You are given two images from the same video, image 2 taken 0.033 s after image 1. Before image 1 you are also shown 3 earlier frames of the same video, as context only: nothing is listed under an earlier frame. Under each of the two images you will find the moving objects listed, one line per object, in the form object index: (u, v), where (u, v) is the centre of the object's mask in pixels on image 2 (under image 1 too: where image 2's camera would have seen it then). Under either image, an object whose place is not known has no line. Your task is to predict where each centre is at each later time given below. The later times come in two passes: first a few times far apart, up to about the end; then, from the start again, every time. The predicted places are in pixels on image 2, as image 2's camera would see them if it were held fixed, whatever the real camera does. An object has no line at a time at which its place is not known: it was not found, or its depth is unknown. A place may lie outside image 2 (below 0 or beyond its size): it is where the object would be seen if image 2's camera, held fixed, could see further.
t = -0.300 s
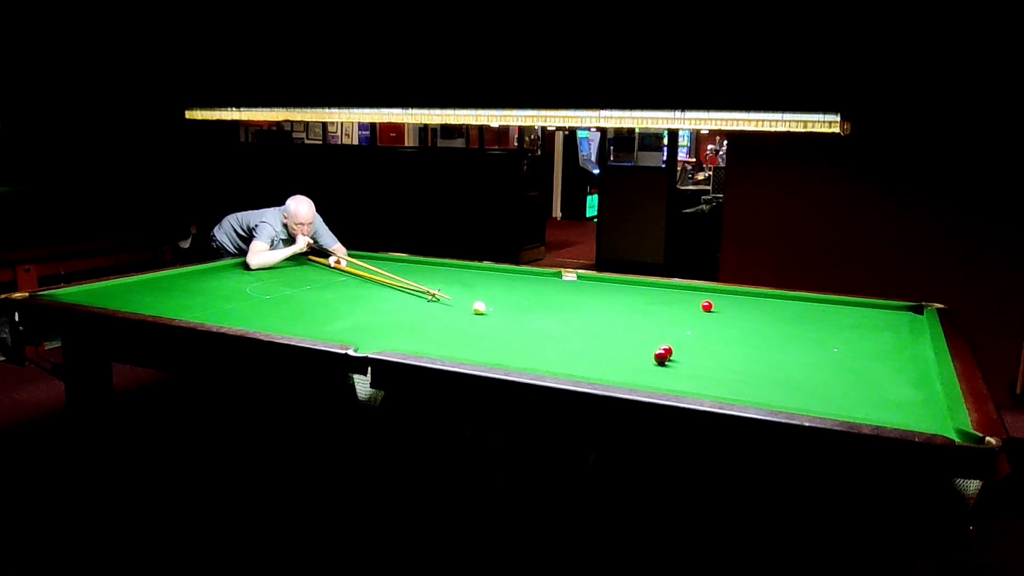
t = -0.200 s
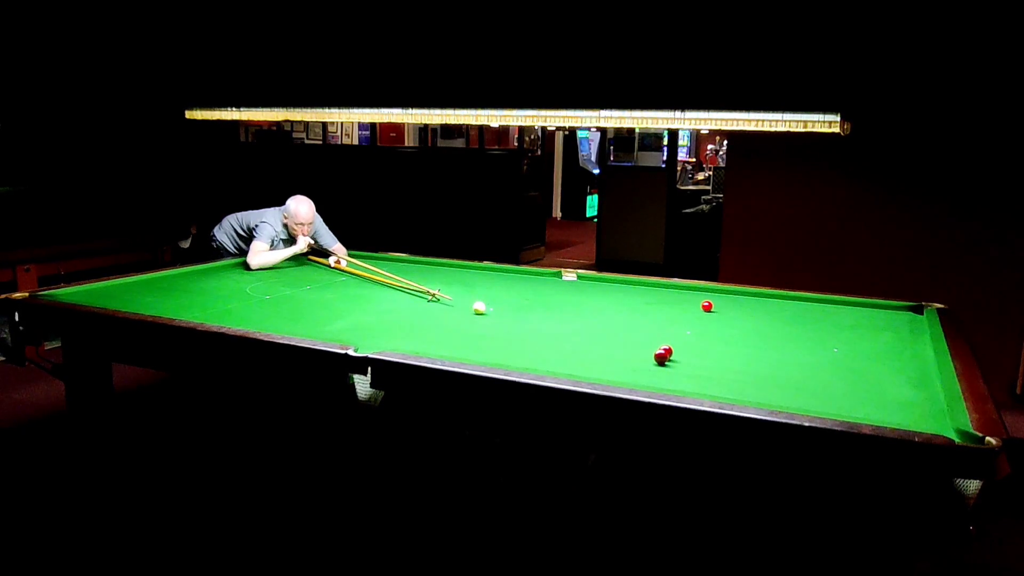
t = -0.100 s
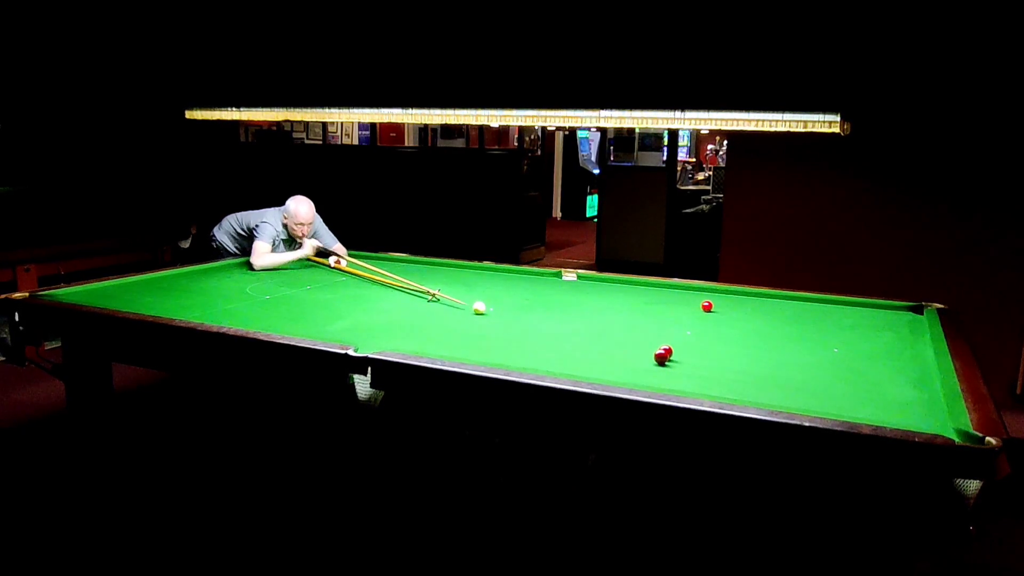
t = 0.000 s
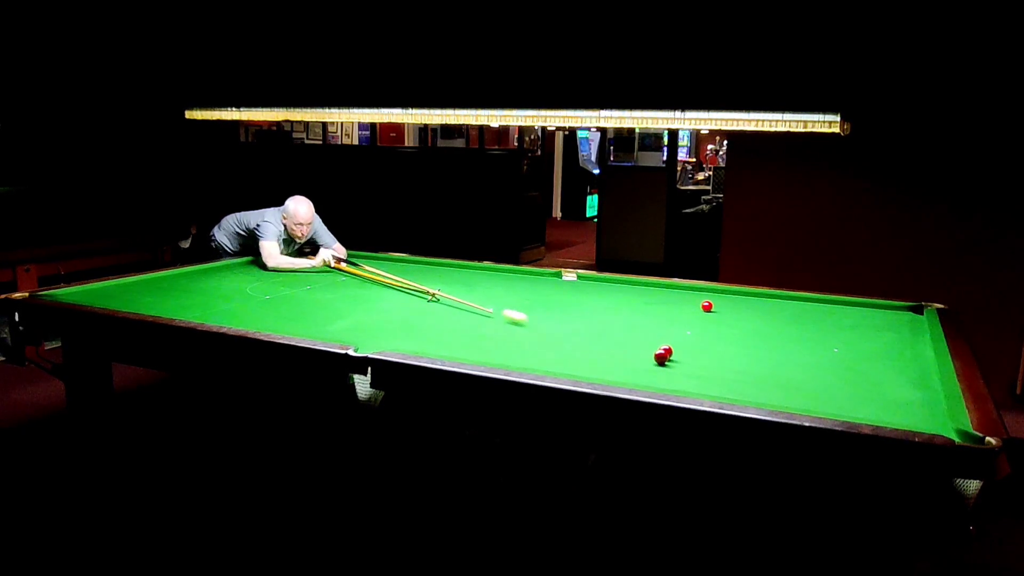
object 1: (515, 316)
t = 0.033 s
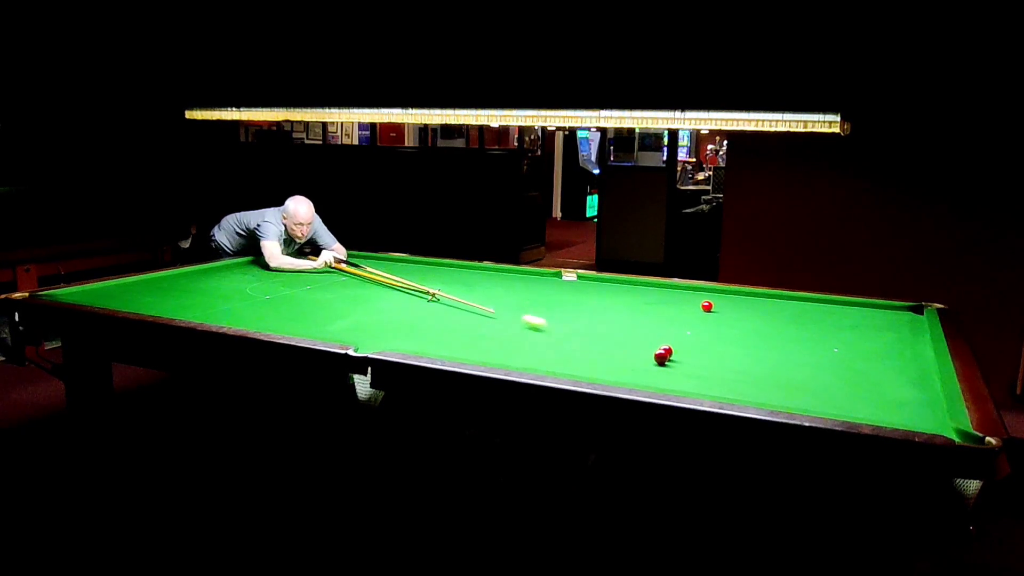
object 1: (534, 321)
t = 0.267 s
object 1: (650, 354)
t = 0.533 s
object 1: (657, 356)
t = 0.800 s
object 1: (662, 357)
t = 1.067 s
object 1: (666, 357)
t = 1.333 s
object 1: (668, 358)
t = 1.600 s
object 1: (668, 358)
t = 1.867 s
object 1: (668, 358)
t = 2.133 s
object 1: (667, 358)
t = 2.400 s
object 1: (668, 358)
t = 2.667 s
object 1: (667, 358)
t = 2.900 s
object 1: (667, 358)
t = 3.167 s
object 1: (667, 358)
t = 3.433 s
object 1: (667, 358)
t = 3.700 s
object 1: (667, 358)
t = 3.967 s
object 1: (667, 358)
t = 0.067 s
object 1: (554, 326)
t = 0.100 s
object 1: (574, 331)
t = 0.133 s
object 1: (595, 337)
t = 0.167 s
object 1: (617, 344)
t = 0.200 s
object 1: (640, 350)
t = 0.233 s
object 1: (650, 353)
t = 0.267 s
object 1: (650, 354)
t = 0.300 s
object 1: (651, 354)
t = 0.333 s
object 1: (652, 354)
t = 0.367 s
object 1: (653, 354)
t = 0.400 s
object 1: (654, 355)
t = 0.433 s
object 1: (655, 355)
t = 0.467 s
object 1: (655, 355)
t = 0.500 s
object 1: (656, 355)
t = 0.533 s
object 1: (657, 356)
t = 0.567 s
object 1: (657, 356)
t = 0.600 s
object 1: (658, 356)
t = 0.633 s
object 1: (659, 356)
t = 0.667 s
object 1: (659, 356)
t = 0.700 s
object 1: (660, 357)
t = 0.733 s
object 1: (660, 357)
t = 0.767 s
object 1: (661, 357)
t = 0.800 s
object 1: (662, 357)
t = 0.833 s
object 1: (662, 357)
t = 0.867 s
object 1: (663, 357)
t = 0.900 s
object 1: (663, 357)
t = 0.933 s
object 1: (664, 357)
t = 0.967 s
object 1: (664, 357)
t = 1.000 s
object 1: (665, 357)
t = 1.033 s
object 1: (665, 357)
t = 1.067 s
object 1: (666, 357)
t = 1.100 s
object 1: (666, 357)
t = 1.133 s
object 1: (666, 357)
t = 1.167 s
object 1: (667, 357)
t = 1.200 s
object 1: (667, 357)
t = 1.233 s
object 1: (667, 358)
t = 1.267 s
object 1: (667, 358)
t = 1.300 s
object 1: (667, 358)
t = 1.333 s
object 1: (668, 358)
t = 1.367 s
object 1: (668, 358)
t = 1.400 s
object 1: (668, 358)
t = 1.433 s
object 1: (668, 358)
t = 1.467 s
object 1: (668, 358)
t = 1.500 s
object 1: (668, 358)
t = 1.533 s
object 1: (668, 358)
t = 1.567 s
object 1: (668, 358)
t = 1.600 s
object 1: (668, 358)
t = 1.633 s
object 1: (668, 358)
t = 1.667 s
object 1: (668, 358)
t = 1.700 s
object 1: (668, 358)
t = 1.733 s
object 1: (667, 358)
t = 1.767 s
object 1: (668, 358)
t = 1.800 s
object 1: (668, 358)
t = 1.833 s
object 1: (668, 358)
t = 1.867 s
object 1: (668, 358)
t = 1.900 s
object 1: (668, 358)
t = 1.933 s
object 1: (668, 358)
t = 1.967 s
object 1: (667, 358)
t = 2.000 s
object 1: (668, 358)
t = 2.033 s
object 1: (668, 358)
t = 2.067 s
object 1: (667, 358)
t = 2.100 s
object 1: (668, 358)
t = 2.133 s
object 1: (667, 358)
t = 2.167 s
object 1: (667, 358)
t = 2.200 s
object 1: (667, 358)
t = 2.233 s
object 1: (667, 358)
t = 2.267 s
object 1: (668, 358)
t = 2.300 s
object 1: (667, 358)
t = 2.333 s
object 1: (667, 358)
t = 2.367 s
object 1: (667, 358)
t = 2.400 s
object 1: (668, 358)
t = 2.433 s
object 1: (667, 358)
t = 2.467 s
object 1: (668, 358)
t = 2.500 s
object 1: (667, 358)
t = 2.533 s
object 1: (667, 358)
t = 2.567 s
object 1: (668, 358)
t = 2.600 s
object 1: (668, 358)
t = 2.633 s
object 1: (667, 358)
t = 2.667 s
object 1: (667, 358)
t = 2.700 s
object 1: (668, 358)
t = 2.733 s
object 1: (668, 358)
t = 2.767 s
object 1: (668, 358)
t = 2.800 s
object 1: (667, 358)
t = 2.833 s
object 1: (667, 358)
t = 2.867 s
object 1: (667, 358)
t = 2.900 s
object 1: (667, 358)
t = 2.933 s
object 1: (667, 358)
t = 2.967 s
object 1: (668, 358)
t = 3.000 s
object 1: (668, 358)
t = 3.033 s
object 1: (667, 358)
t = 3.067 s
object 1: (667, 358)
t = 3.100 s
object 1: (667, 358)
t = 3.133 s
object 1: (667, 358)
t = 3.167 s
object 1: (667, 358)
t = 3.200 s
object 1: (667, 358)
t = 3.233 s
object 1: (667, 358)
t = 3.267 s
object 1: (667, 358)
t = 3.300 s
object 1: (667, 358)
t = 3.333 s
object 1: (667, 358)
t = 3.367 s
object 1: (667, 358)
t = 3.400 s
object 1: (667, 358)
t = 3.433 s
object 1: (667, 358)
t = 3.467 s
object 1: (667, 358)
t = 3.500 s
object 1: (667, 358)
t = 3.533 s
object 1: (667, 358)
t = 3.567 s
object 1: (667, 358)
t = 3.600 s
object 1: (667, 358)
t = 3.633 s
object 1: (667, 358)
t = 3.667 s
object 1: (667, 358)
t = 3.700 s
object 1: (667, 358)
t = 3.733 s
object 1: (667, 358)
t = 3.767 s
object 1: (668, 358)
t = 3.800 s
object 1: (667, 358)
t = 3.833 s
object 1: (668, 358)
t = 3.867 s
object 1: (667, 358)
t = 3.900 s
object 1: (667, 358)
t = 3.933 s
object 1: (667, 358)
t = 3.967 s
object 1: (667, 358)
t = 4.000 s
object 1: (667, 358)
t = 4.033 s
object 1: (668, 358)
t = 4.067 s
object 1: (667, 358)
